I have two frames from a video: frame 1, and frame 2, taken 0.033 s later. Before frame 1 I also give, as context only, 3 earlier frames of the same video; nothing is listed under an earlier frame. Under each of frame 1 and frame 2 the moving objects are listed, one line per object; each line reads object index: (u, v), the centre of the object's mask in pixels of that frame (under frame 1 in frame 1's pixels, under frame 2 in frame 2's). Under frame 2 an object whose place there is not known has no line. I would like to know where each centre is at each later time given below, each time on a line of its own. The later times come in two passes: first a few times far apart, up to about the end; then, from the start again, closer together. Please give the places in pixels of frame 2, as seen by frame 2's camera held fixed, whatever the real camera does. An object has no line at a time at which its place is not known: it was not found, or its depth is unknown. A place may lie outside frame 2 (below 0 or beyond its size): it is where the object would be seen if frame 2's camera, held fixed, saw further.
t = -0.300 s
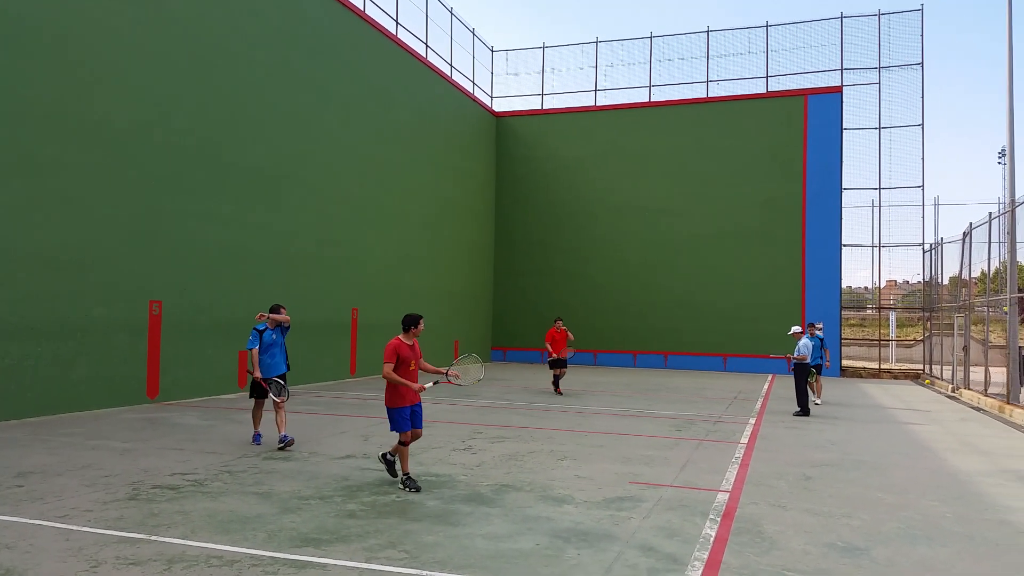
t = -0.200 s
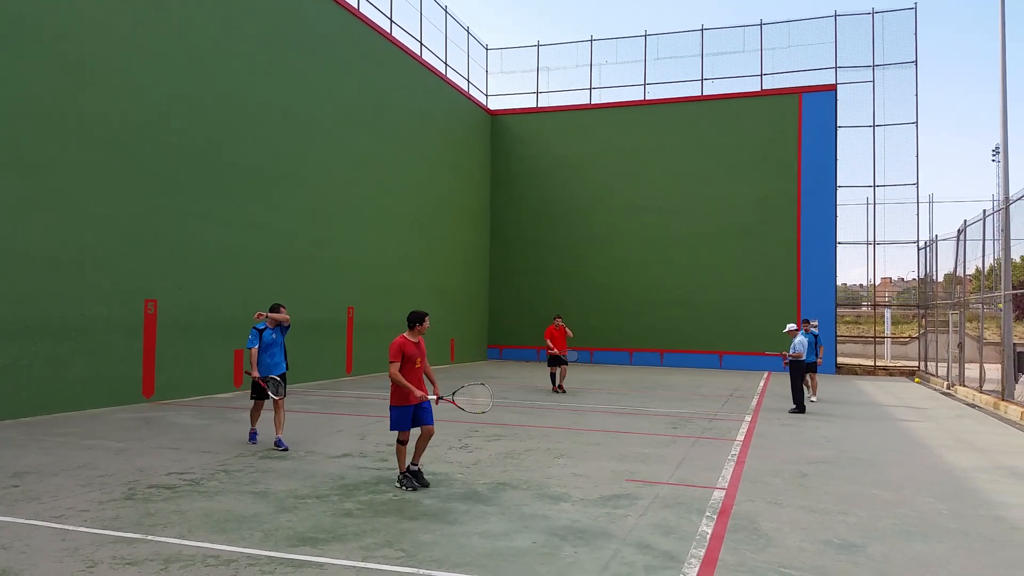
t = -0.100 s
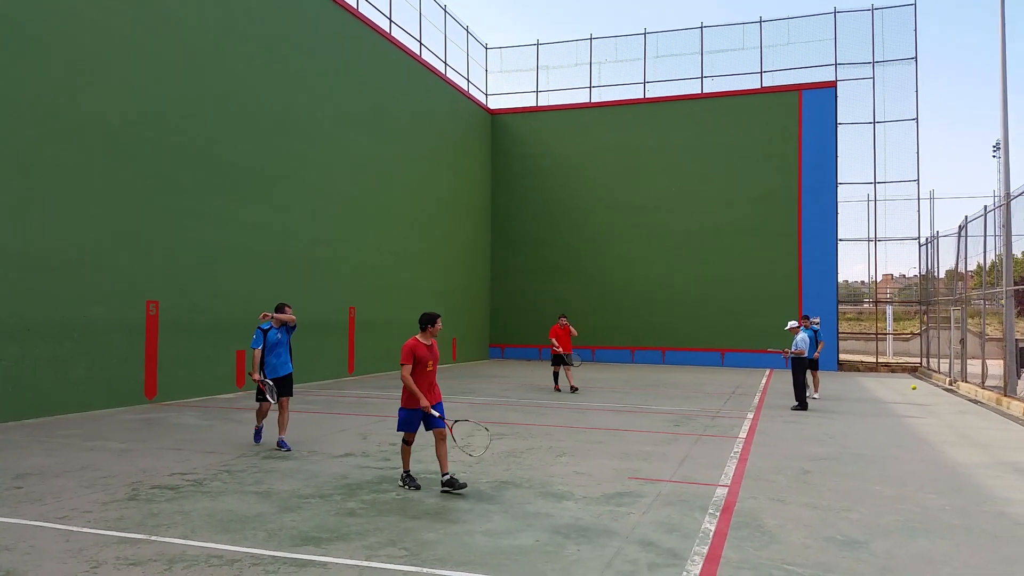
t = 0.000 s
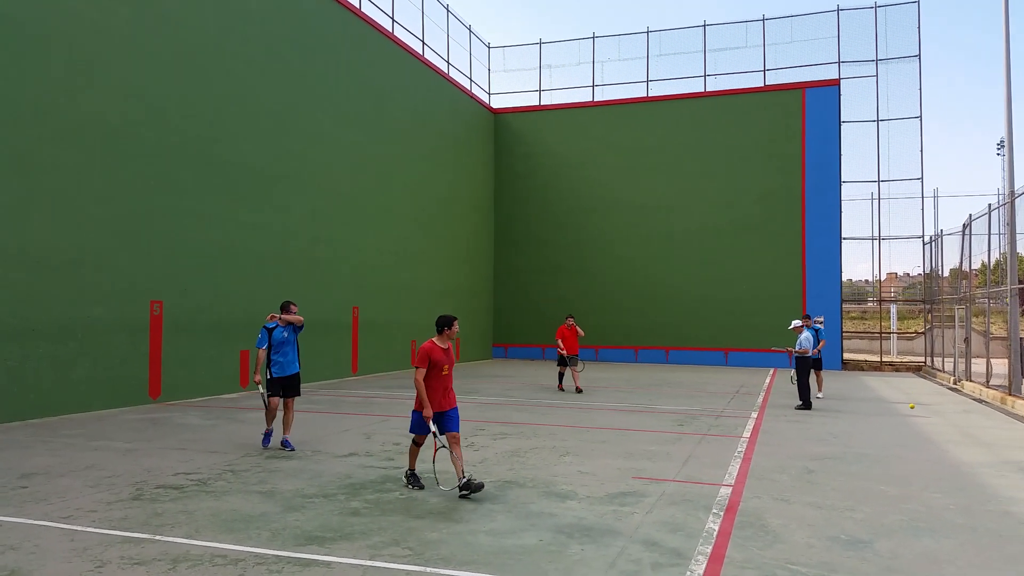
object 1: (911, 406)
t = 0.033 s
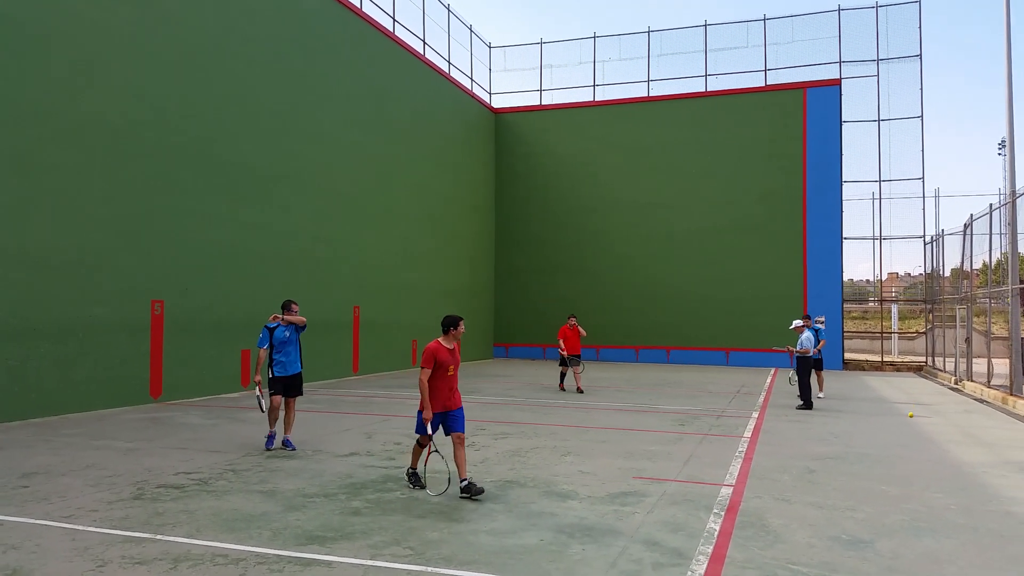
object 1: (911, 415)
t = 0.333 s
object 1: (891, 431)
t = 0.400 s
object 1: (886, 420)
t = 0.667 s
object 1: (863, 418)
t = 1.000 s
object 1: (828, 509)
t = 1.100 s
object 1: (816, 485)
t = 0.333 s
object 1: (891, 431)
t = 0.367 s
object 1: (888, 425)
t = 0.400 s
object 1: (886, 420)
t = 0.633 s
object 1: (866, 414)
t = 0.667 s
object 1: (863, 418)
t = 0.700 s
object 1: (860, 423)
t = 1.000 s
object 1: (828, 509)
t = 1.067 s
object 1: (820, 492)
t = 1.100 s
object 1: (816, 485)
